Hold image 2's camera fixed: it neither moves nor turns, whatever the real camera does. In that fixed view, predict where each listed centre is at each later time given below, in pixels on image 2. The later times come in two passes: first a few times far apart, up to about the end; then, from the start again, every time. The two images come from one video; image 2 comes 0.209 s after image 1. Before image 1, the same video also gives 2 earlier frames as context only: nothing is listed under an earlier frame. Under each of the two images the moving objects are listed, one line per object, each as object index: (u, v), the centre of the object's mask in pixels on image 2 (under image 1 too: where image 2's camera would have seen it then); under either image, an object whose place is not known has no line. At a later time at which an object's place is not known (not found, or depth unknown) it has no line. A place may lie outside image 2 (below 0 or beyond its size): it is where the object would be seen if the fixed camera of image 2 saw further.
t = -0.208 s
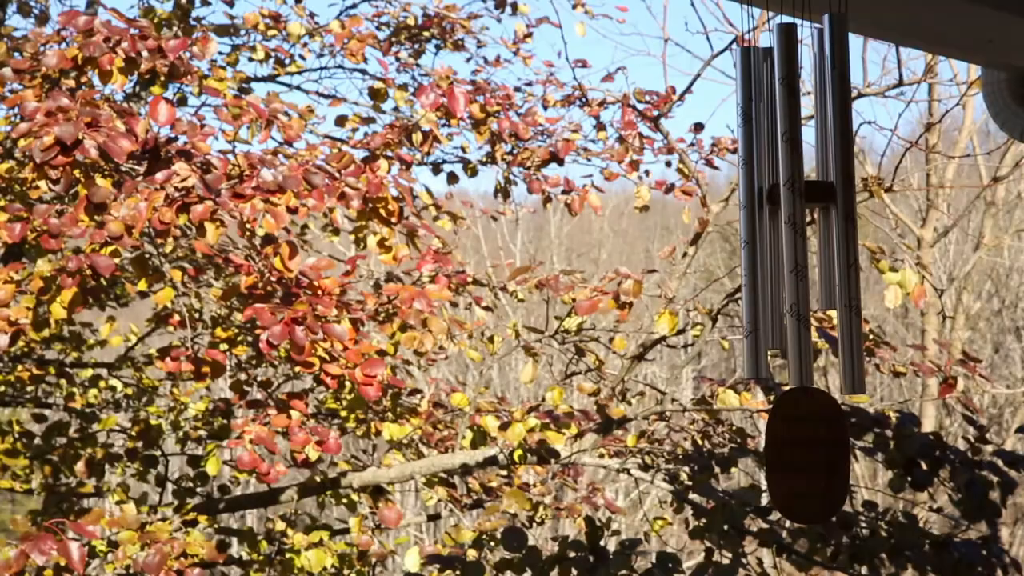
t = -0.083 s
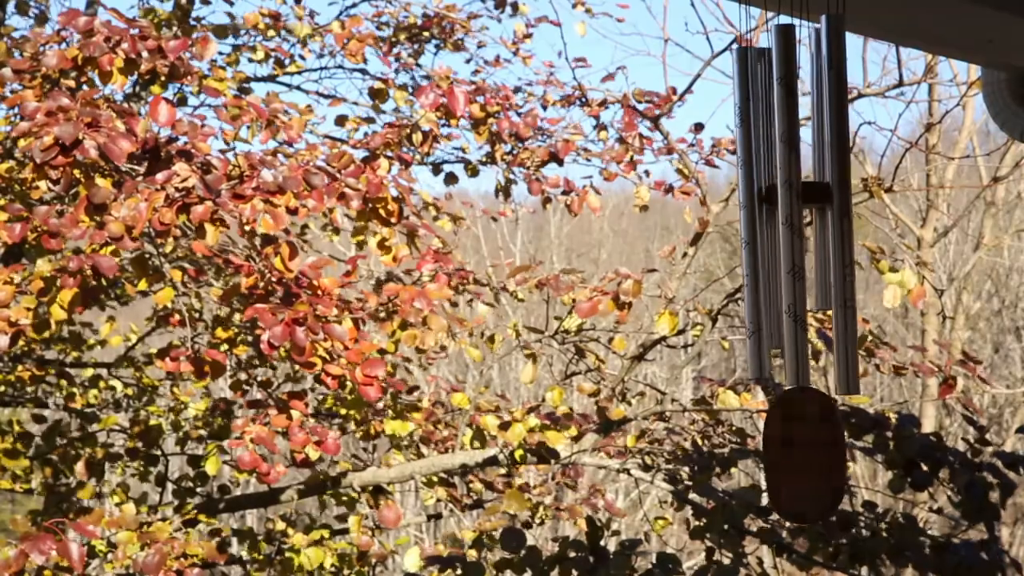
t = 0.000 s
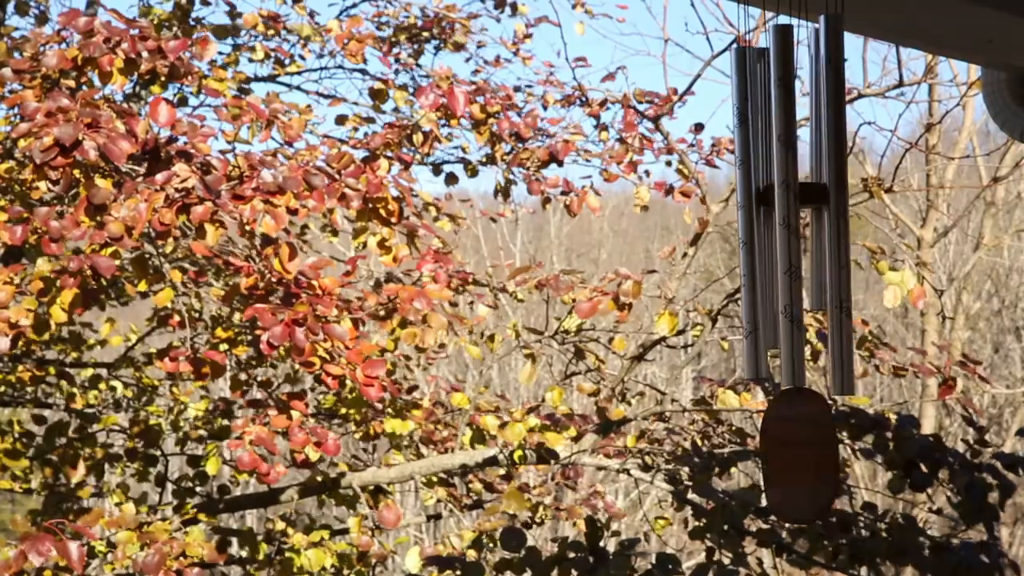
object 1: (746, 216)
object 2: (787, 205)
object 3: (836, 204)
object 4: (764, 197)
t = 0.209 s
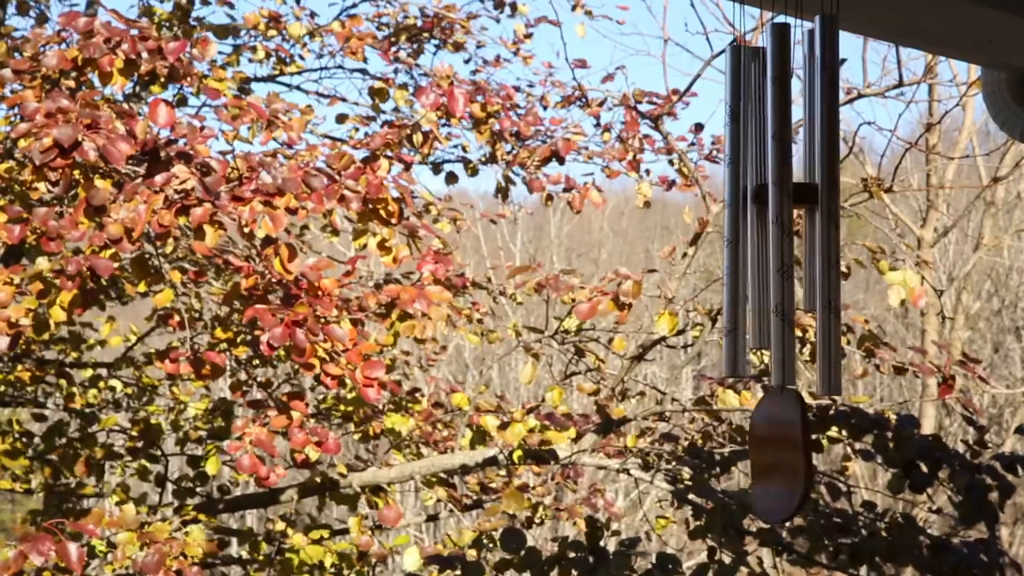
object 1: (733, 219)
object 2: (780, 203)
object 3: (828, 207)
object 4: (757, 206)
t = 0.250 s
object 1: (731, 223)
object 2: (779, 203)
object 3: (827, 205)
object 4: (756, 205)
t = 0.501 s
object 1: (726, 215)
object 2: (777, 205)
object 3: (827, 204)
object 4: (752, 205)
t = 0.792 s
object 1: (737, 217)
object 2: (783, 204)
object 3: (839, 205)
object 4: (758, 204)
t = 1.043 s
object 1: (746, 216)
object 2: (794, 202)
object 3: (842, 206)
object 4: (767, 207)
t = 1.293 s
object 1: (744, 219)
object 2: (792, 204)
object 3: (840, 206)
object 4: (765, 205)
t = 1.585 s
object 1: (736, 219)
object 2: (781, 206)
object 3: (834, 208)
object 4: (756, 202)
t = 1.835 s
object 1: (732, 226)
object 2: (780, 204)
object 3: (829, 206)
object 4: (757, 212)
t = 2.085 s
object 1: (733, 223)
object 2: (784, 206)
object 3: (832, 207)
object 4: (760, 210)
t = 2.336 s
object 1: (740, 217)
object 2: (786, 206)
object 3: (840, 207)
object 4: (764, 208)
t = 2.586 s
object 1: (742, 219)
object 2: (788, 208)
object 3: (841, 207)
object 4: (760, 201)
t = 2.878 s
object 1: (739, 222)
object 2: (789, 208)
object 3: (842, 208)
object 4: (764, 210)
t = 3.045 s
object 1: (742, 218)
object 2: (790, 207)
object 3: (843, 210)
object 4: (767, 208)
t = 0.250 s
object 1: (731, 223)
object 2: (779, 203)
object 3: (827, 205)
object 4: (756, 205)
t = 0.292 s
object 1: (727, 220)
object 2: (778, 204)
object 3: (826, 206)
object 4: (755, 206)
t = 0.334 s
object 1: (727, 215)
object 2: (777, 203)
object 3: (825, 206)
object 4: (754, 207)
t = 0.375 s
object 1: (726, 215)
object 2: (777, 204)
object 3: (825, 207)
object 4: (753, 207)
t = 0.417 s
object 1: (725, 215)
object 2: (777, 205)
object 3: (826, 207)
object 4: (753, 207)
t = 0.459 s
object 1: (725, 214)
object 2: (777, 204)
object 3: (826, 207)
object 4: (753, 205)
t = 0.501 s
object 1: (726, 215)
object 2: (777, 205)
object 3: (827, 204)
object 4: (752, 205)
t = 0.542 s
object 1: (727, 214)
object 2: (777, 204)
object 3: (828, 206)
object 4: (752, 208)
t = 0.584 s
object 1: (726, 220)
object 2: (777, 204)
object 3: (830, 205)
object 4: (752, 208)
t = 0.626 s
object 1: (730, 217)
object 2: (778, 204)
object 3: (831, 205)
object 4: (754, 206)
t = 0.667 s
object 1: (731, 218)
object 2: (779, 204)
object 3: (833, 205)
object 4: (755, 205)
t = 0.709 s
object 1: (733, 218)
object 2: (780, 204)
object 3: (835, 206)
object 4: (755, 199)
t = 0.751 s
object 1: (735, 217)
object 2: (782, 204)
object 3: (837, 207)
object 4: (756, 201)
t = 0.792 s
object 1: (737, 217)
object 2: (783, 204)
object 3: (839, 205)
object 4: (758, 204)
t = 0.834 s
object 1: (740, 218)
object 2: (785, 204)
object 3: (840, 206)
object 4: (760, 205)
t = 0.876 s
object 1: (742, 219)
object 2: (787, 203)
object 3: (841, 205)
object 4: (762, 205)
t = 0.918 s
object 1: (744, 215)
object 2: (789, 204)
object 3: (842, 206)
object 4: (764, 206)
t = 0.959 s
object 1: (745, 214)
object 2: (791, 204)
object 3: (842, 205)
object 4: (766, 207)
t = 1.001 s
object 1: (746, 215)
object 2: (793, 202)
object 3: (842, 206)
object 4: (766, 206)
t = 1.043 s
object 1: (746, 216)
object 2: (794, 202)
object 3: (842, 206)
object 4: (767, 207)
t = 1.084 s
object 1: (746, 217)
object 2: (795, 204)
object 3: (841, 207)
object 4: (767, 204)
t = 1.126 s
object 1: (747, 221)
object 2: (795, 205)
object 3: (841, 206)
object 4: (767, 204)
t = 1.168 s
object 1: (747, 221)
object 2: (795, 205)
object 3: (841, 206)
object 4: (768, 206)
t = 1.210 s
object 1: (746, 222)
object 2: (794, 205)
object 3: (841, 206)
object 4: (768, 205)
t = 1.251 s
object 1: (745, 221)
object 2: (794, 204)
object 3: (841, 206)
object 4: (767, 205)
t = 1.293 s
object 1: (744, 219)
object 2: (792, 204)
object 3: (840, 206)
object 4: (765, 205)
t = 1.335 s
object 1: (742, 218)
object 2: (791, 205)
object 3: (839, 206)
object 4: (764, 204)
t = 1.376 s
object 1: (741, 219)
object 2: (789, 205)
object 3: (839, 206)
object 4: (760, 201)
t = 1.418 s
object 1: (740, 220)
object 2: (786, 206)
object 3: (838, 206)
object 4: (761, 203)
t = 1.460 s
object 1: (739, 220)
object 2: (784, 207)
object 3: (837, 206)
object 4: (760, 203)
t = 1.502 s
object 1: (738, 220)
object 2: (783, 206)
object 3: (837, 205)
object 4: (758, 203)
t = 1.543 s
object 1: (737, 220)
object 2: (781, 206)
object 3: (835, 208)
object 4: (757, 202)
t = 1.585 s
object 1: (736, 219)
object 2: (781, 206)
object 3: (834, 208)
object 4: (756, 202)
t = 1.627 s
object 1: (735, 215)
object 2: (780, 206)
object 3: (832, 208)
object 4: (755, 202)
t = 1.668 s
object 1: (733, 215)
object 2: (780, 206)
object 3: (831, 207)
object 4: (755, 208)
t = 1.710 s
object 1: (733, 219)
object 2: (779, 206)
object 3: (831, 207)
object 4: (755, 208)
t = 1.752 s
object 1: (732, 223)
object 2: (779, 205)
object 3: (830, 208)
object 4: (755, 209)
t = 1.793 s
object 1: (732, 225)
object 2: (779, 206)
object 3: (830, 208)
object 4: (756, 211)
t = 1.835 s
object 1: (732, 226)
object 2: (780, 204)
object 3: (829, 206)
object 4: (757, 212)
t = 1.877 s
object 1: (733, 221)
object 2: (781, 205)
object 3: (829, 208)
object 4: (758, 211)
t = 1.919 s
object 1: (733, 217)
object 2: (782, 206)
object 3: (829, 207)
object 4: (758, 209)
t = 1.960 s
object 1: (733, 215)
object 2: (783, 206)
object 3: (829, 208)
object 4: (759, 207)
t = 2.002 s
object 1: (733, 214)
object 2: (783, 205)
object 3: (829, 206)
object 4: (759, 207)
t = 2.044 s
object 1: (734, 215)
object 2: (783, 206)
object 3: (830, 207)
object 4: (760, 208)
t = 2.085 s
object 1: (733, 223)
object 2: (784, 206)
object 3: (832, 207)
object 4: (760, 210)
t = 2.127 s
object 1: (737, 218)
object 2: (784, 206)
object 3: (833, 207)
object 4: (761, 212)
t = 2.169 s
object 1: (738, 217)
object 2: (785, 206)
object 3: (834, 208)
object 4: (762, 213)
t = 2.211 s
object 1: (739, 216)
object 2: (785, 206)
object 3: (835, 208)
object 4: (762, 212)
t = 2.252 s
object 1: (739, 217)
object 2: (786, 206)
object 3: (837, 207)
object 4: (763, 208)
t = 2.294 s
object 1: (739, 217)
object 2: (786, 206)
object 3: (839, 207)
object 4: (761, 208)
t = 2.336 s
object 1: (740, 217)
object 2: (786, 206)
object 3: (840, 207)
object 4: (764, 208)
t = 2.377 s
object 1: (741, 218)
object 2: (786, 206)
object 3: (841, 208)
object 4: (762, 203)
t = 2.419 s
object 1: (742, 219)
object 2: (786, 205)
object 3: (842, 208)
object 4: (760, 204)
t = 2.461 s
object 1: (742, 220)
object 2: (787, 206)
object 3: (842, 208)
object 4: (763, 204)
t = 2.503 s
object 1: (742, 220)
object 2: (787, 208)
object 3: (842, 208)
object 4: (761, 204)
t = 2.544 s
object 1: (742, 220)
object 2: (788, 208)
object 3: (842, 208)
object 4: (761, 204)
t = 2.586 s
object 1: (742, 219)
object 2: (788, 208)
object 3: (841, 207)
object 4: (760, 201)
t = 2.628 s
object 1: (741, 218)
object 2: (789, 207)
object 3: (841, 208)
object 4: (761, 202)
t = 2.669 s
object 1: (741, 218)
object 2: (789, 208)
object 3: (840, 208)
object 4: (762, 201)
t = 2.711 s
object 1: (741, 220)
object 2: (789, 207)
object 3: (839, 208)
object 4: (762, 205)
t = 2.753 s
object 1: (741, 222)
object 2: (789, 208)
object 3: (841, 208)
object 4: (762, 208)
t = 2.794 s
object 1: (740, 223)
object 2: (789, 208)
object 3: (842, 209)
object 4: (762, 208)
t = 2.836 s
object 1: (740, 223)
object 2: (789, 207)
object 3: (842, 209)
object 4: (762, 209)
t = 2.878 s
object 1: (739, 222)
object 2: (789, 208)
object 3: (842, 208)
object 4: (764, 210)
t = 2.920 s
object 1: (739, 219)
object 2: (790, 209)
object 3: (843, 209)
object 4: (765, 209)
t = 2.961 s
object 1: (741, 217)
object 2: (789, 209)
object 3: (842, 210)
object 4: (765, 208)
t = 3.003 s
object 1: (741, 218)
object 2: (790, 208)
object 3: (843, 210)
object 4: (766, 207)
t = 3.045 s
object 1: (742, 218)
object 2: (790, 207)
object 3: (843, 210)
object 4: (767, 208)
